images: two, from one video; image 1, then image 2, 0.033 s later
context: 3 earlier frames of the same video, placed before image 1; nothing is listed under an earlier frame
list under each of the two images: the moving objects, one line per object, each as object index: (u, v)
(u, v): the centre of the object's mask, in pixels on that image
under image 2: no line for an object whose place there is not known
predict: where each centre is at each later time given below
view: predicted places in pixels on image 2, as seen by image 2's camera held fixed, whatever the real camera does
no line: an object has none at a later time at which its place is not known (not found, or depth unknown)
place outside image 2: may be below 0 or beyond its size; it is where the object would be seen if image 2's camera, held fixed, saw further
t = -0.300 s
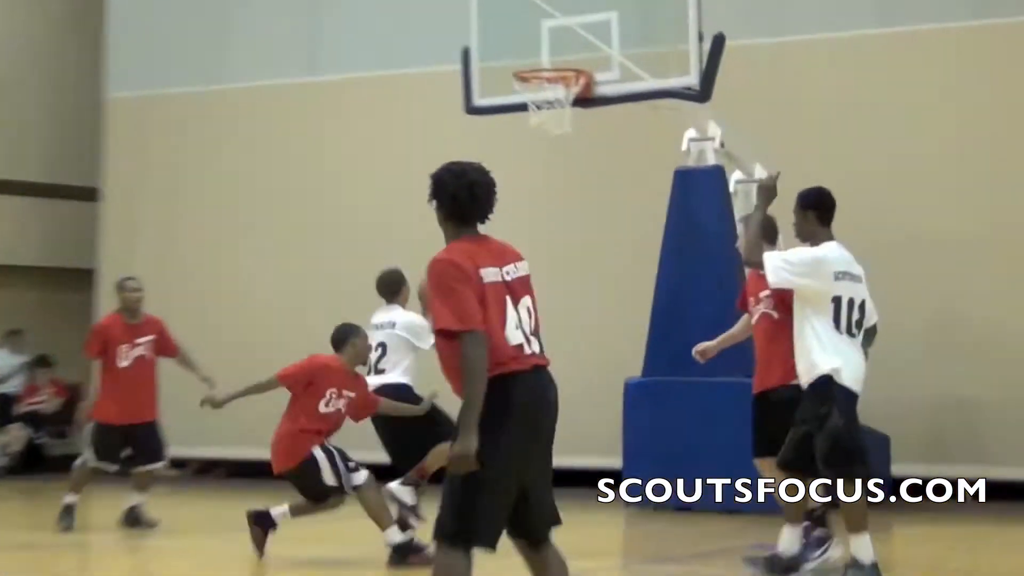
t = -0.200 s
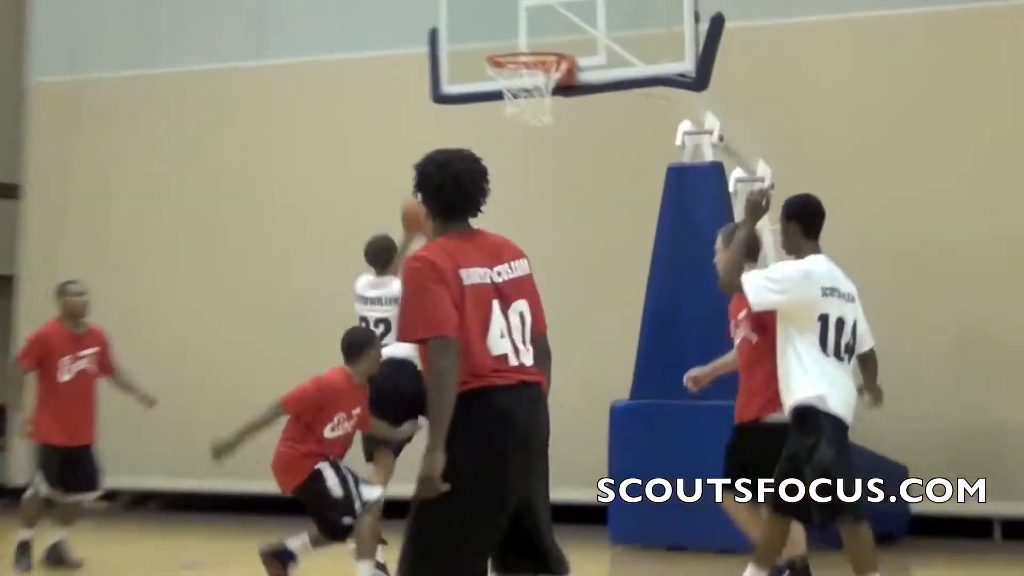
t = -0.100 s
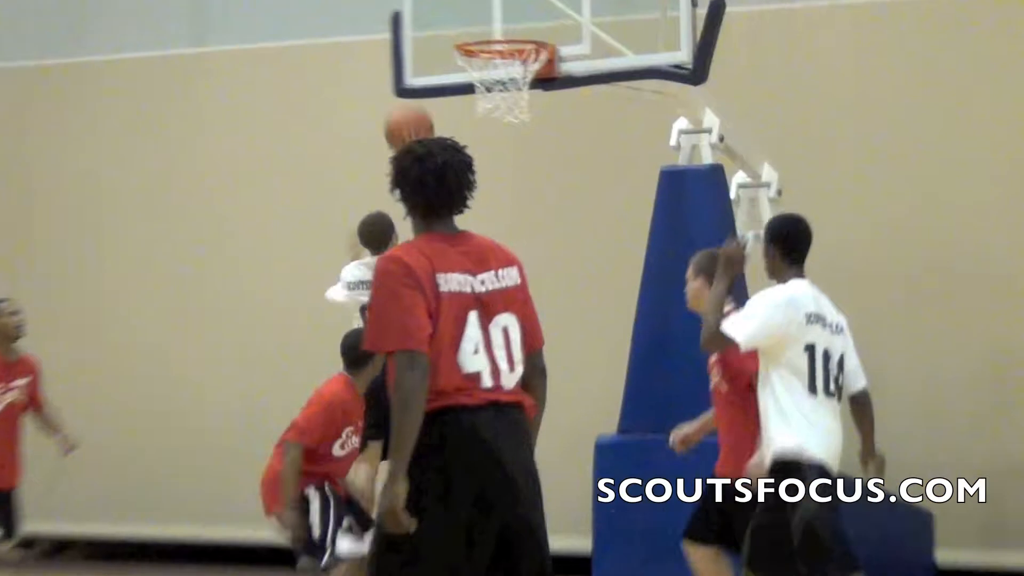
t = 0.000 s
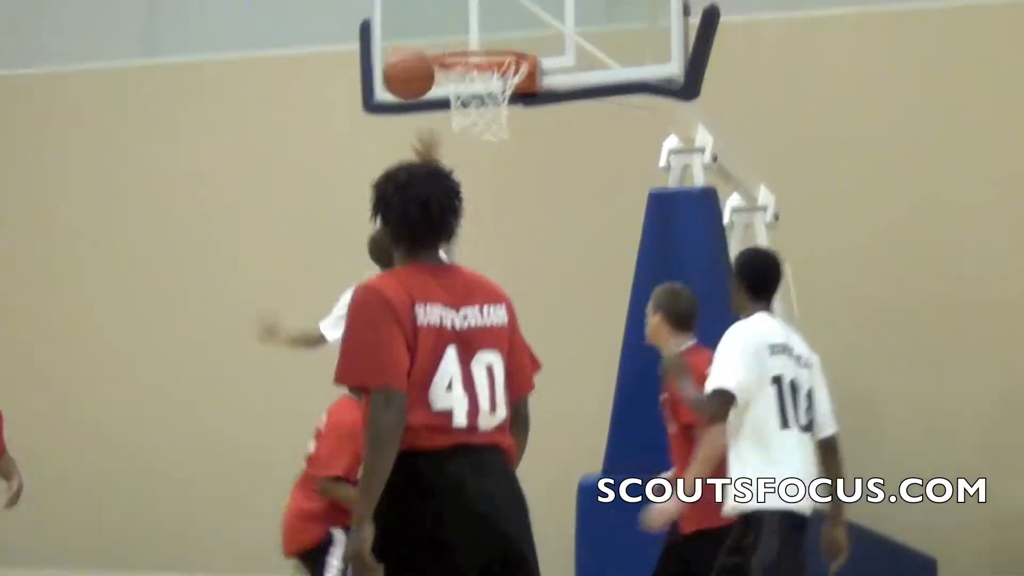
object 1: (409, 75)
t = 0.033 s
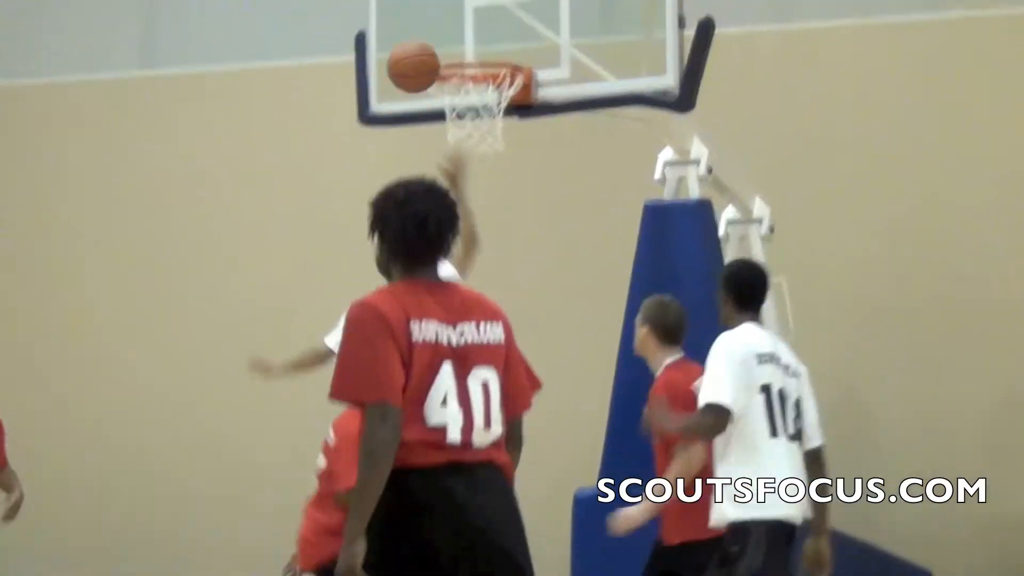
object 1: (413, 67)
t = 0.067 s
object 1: (423, 48)
